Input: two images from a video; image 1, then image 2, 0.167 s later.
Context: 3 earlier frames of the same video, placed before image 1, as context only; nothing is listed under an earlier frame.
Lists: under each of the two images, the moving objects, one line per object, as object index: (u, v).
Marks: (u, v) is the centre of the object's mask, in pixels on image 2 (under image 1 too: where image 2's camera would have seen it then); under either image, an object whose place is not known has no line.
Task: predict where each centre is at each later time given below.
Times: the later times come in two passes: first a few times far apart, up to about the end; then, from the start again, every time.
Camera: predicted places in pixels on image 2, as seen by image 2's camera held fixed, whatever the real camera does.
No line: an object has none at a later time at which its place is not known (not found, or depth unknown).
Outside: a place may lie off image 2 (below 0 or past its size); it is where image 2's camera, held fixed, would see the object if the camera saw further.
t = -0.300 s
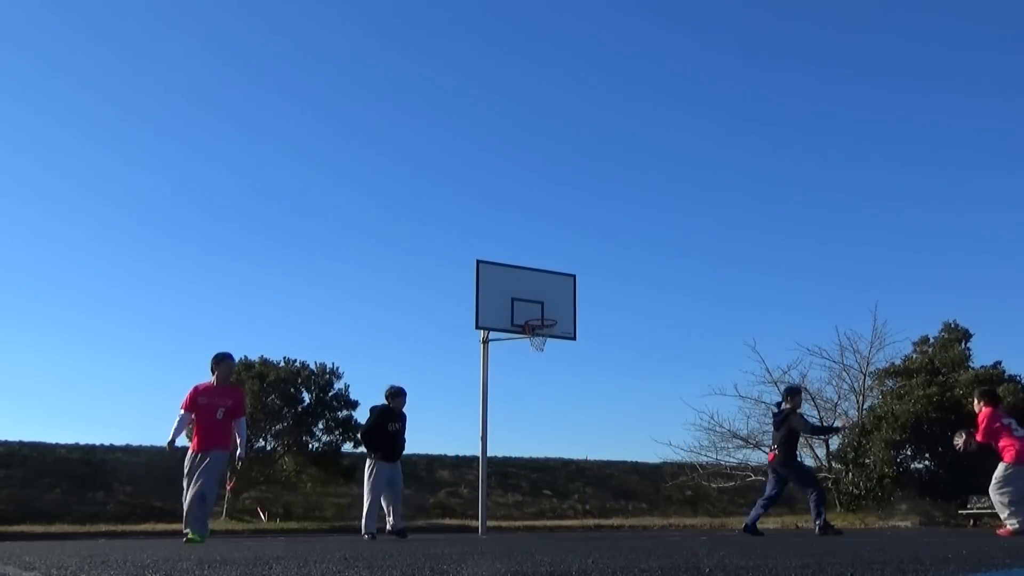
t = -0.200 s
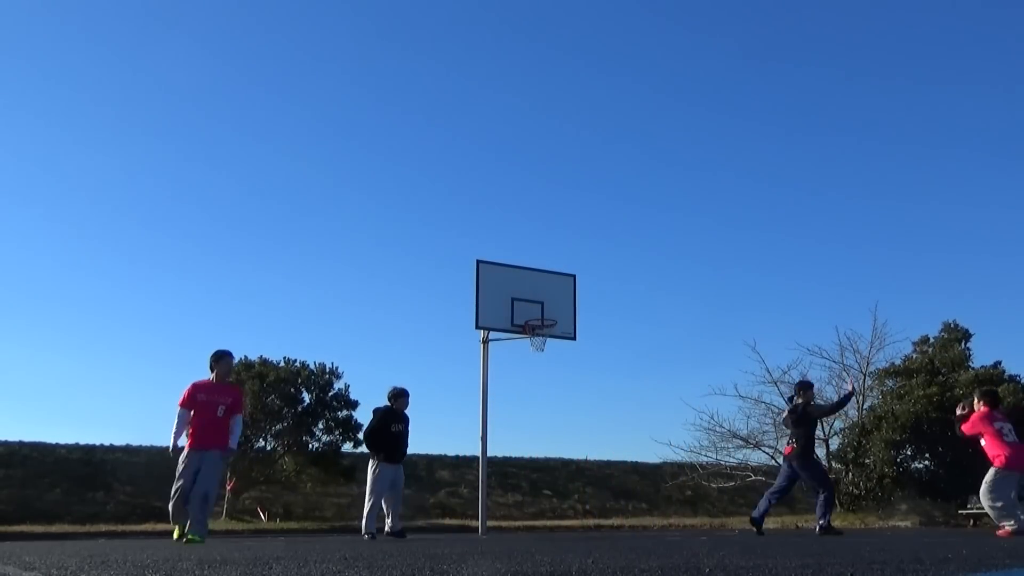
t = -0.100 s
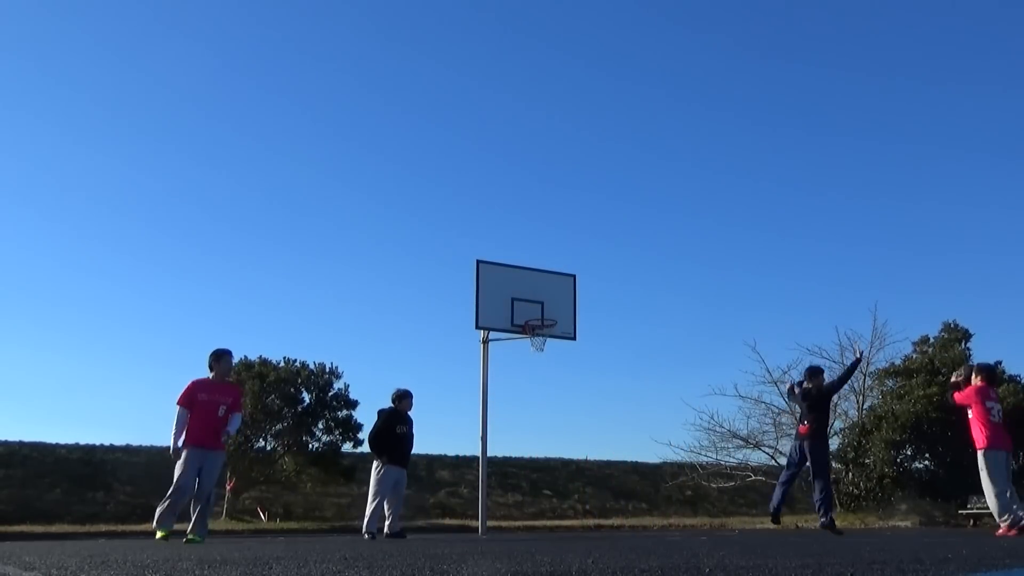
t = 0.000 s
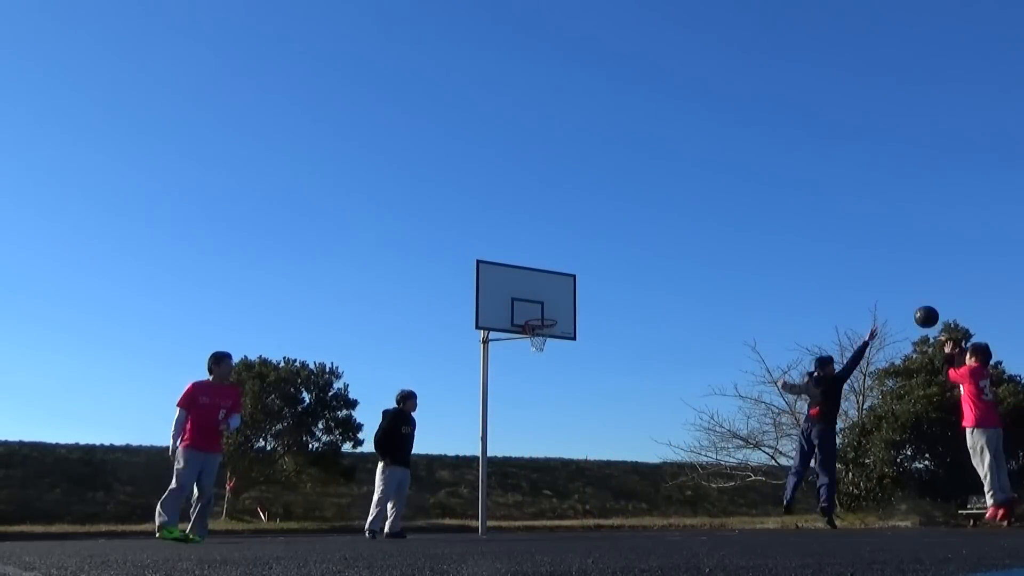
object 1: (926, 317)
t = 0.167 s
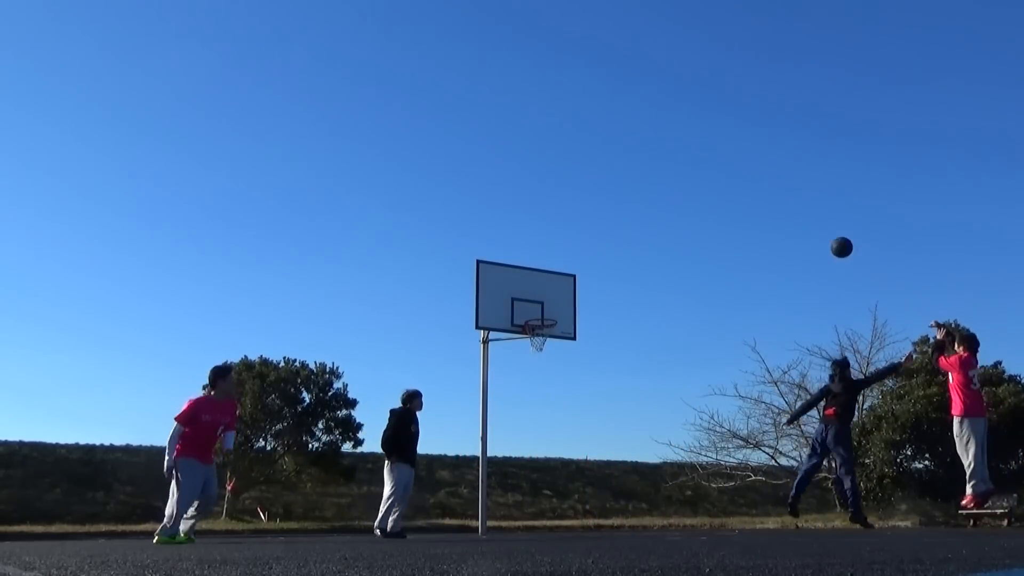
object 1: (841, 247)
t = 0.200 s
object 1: (826, 237)
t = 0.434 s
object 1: (735, 200)
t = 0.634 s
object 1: (671, 203)
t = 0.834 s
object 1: (614, 233)
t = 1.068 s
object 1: (558, 296)
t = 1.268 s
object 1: (550, 310)
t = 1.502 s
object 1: (600, 303)
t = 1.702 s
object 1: (643, 324)
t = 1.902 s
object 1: (688, 373)
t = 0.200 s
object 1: (826, 237)
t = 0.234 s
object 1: (812, 229)
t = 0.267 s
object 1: (798, 221)
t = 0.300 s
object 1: (784, 215)
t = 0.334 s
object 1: (771, 210)
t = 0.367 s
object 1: (759, 205)
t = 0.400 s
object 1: (747, 202)
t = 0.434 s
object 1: (735, 200)
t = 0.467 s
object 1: (724, 198)
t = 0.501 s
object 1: (713, 197)
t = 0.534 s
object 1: (702, 198)
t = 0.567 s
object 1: (691, 199)
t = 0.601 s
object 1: (681, 201)
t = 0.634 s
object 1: (671, 203)
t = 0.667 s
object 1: (661, 207)
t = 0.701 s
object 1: (651, 211)
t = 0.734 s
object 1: (641, 215)
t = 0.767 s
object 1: (632, 220)
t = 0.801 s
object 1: (623, 227)
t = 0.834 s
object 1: (614, 233)
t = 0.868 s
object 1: (606, 240)
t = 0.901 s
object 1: (597, 248)
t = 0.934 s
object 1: (589, 256)
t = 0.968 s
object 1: (581, 265)
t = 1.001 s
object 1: (573, 275)
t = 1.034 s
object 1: (565, 285)
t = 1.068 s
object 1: (558, 296)
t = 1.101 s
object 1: (550, 307)
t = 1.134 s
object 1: (543, 318)
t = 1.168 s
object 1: (537, 321)
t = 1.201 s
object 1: (535, 319)
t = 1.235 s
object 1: (542, 314)
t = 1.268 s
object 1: (550, 310)
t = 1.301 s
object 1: (557, 307)
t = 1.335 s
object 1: (564, 305)
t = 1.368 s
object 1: (572, 303)
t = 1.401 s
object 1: (579, 302)
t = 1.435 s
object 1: (586, 301)
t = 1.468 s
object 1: (593, 302)
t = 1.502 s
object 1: (600, 303)
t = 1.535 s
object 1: (607, 305)
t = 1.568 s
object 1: (614, 307)
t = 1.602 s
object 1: (622, 310)
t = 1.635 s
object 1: (629, 314)
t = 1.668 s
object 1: (636, 319)
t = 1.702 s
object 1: (643, 324)
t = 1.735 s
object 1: (651, 330)
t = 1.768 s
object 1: (658, 338)
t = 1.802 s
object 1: (665, 345)
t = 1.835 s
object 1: (673, 354)
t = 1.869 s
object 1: (680, 363)
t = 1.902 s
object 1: (688, 373)
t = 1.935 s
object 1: (695, 384)
